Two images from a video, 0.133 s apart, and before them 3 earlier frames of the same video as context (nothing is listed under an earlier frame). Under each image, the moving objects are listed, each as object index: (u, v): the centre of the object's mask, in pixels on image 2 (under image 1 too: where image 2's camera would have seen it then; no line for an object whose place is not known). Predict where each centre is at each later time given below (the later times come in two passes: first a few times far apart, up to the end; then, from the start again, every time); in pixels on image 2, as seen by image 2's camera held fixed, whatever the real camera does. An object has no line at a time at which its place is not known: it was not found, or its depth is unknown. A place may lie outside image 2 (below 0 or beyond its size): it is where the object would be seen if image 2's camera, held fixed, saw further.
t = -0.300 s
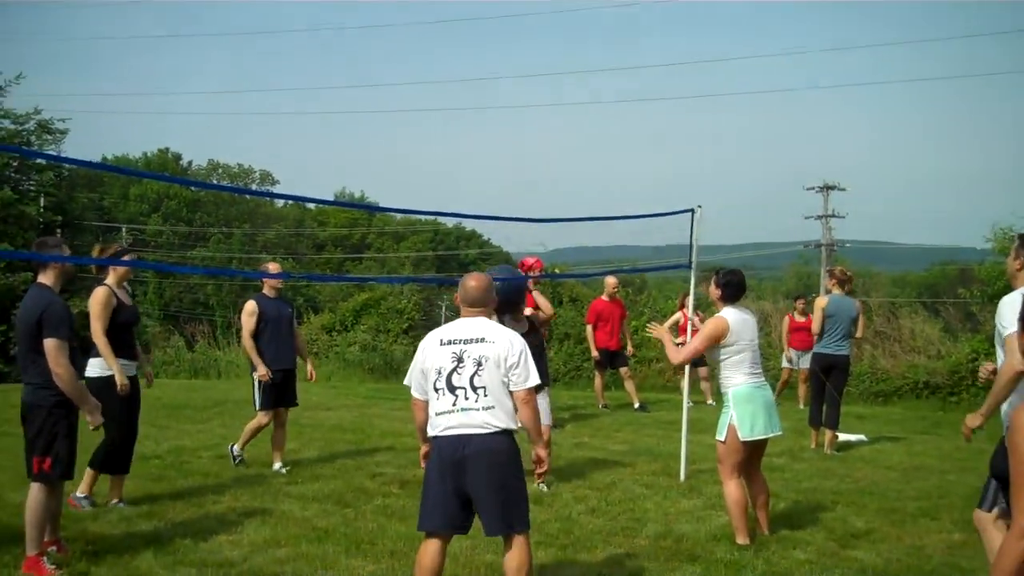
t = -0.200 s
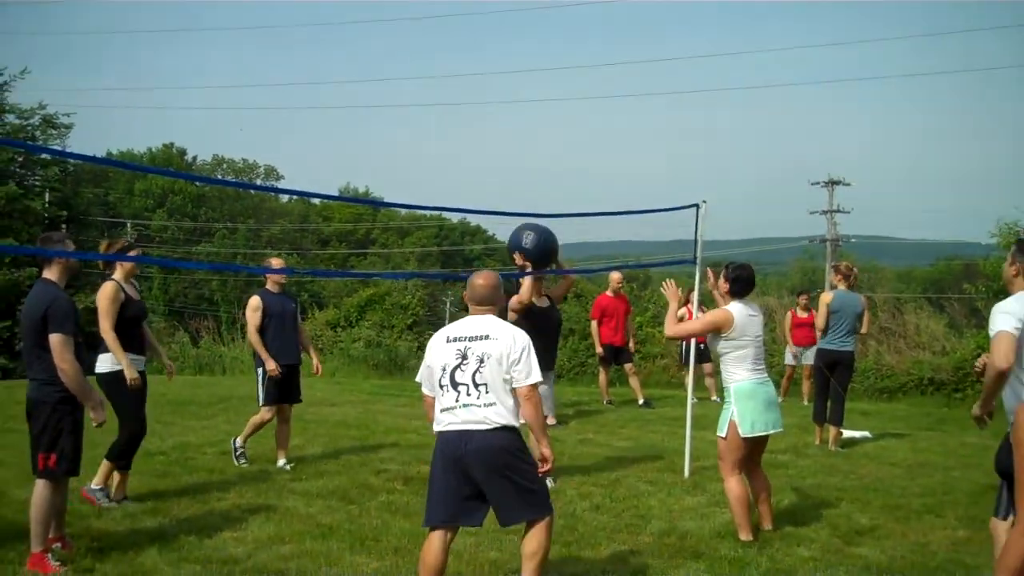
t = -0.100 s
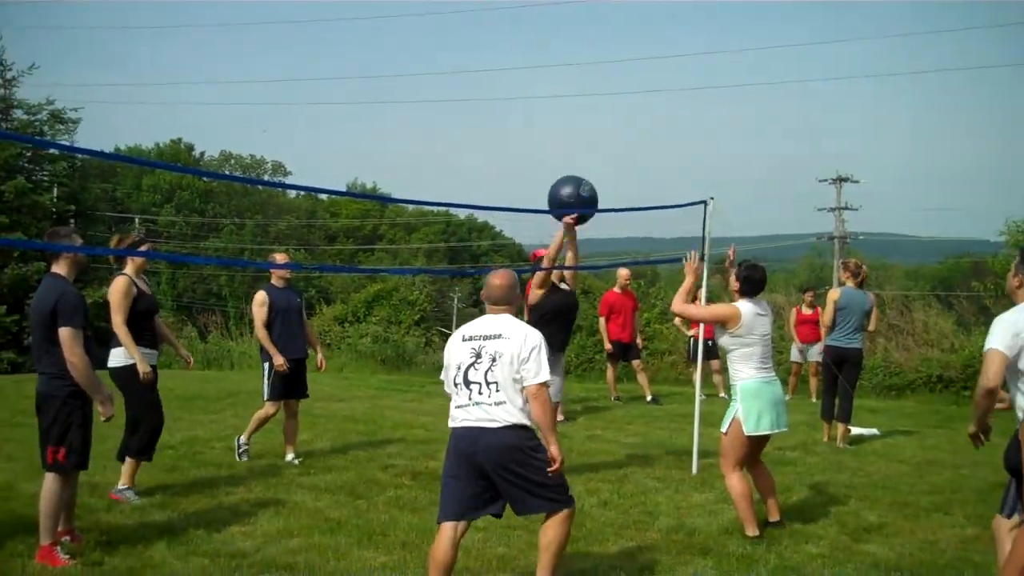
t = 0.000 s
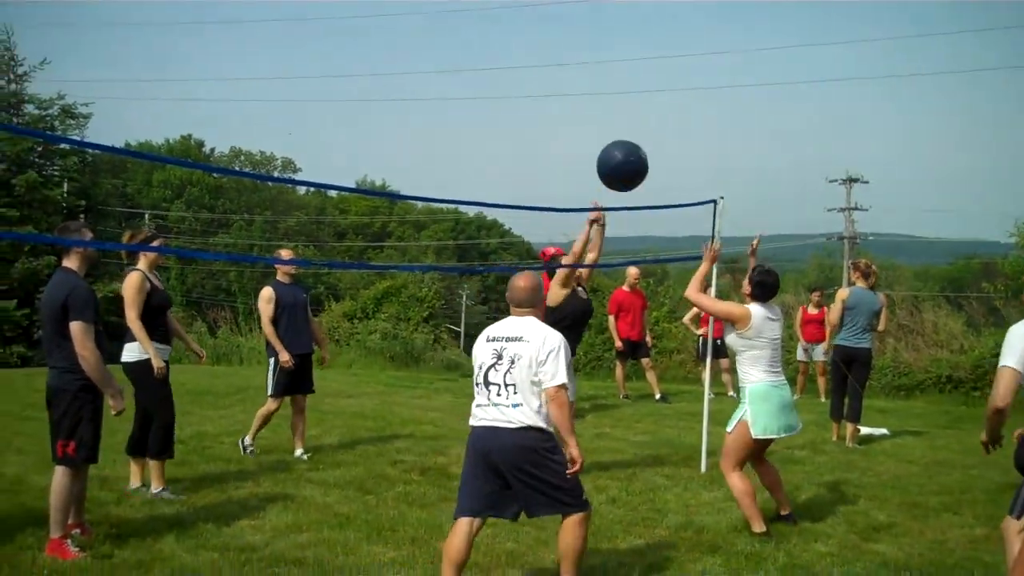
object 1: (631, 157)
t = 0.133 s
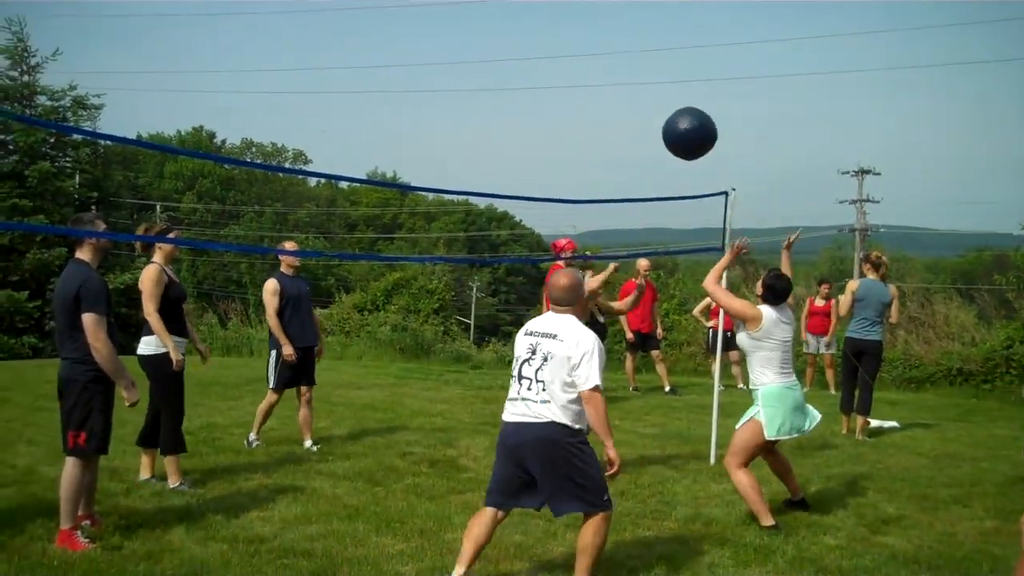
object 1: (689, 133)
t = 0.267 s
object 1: (746, 135)
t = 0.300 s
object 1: (761, 140)
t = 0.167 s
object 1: (704, 131)
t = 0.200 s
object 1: (718, 131)
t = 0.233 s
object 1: (732, 132)
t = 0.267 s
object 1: (746, 135)
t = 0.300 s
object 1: (761, 140)
